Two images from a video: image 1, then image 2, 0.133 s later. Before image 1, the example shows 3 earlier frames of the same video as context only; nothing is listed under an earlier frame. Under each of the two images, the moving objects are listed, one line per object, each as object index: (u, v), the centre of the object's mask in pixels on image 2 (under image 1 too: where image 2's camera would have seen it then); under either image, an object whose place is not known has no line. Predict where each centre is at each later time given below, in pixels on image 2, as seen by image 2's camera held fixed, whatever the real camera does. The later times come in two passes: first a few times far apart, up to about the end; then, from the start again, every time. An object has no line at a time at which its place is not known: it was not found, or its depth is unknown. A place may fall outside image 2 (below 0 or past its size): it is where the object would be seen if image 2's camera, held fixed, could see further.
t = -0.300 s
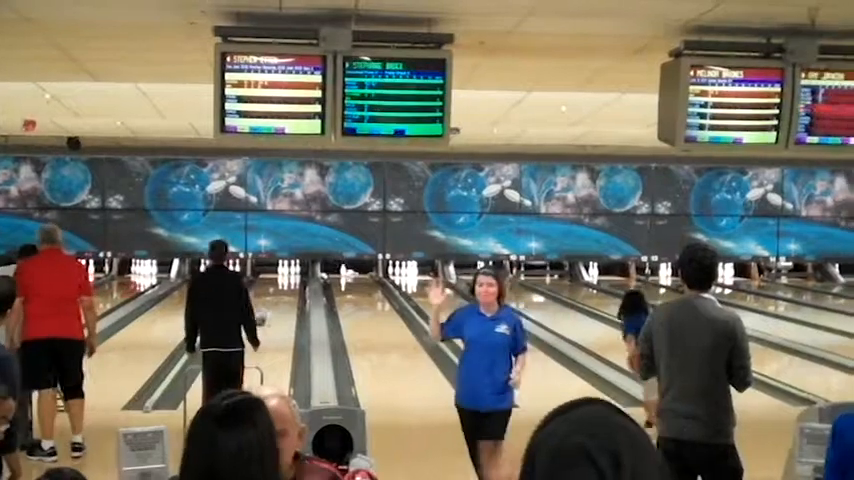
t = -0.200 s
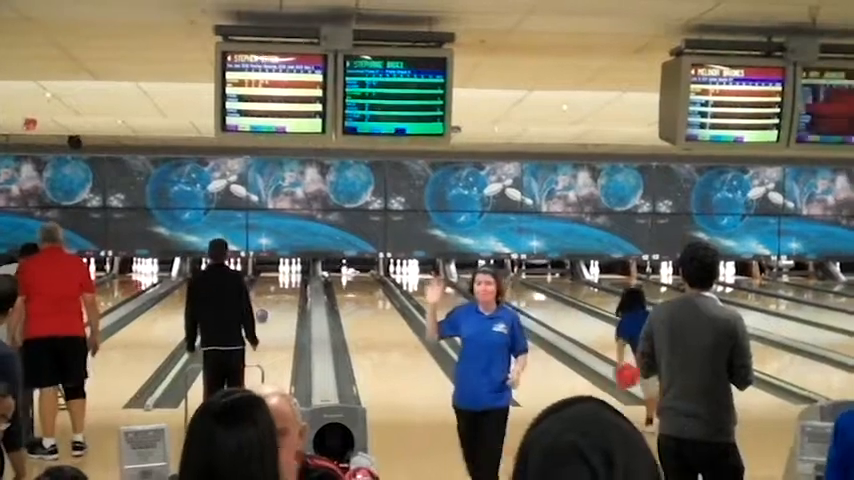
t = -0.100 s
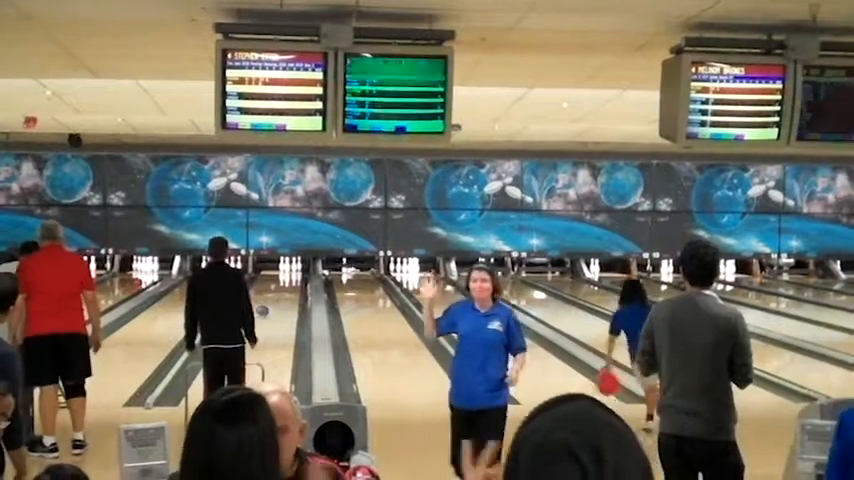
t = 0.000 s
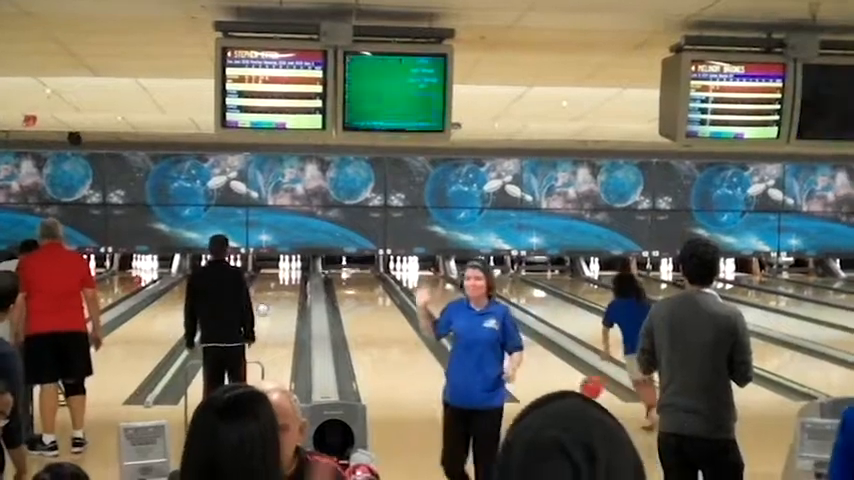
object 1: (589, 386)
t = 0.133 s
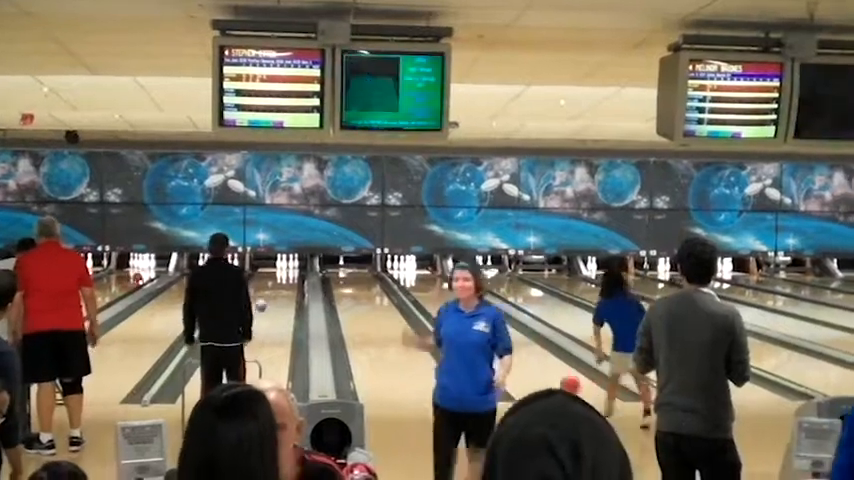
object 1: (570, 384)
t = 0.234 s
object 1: (558, 377)
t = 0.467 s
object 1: (534, 363)
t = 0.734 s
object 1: (512, 346)
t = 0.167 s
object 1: (565, 381)
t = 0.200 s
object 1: (561, 378)
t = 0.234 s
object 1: (558, 377)
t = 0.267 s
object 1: (554, 377)
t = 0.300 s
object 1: (551, 375)
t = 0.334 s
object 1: (546, 373)
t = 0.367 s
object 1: (543, 370)
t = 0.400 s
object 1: (540, 367)
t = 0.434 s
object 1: (537, 365)
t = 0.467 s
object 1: (534, 363)
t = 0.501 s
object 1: (531, 360)
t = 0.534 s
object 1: (528, 358)
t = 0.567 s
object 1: (525, 356)
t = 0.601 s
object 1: (523, 354)
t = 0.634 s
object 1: (520, 351)
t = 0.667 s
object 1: (518, 349)
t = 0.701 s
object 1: (515, 347)
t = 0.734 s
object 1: (512, 346)
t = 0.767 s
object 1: (510, 344)
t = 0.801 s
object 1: (508, 342)
